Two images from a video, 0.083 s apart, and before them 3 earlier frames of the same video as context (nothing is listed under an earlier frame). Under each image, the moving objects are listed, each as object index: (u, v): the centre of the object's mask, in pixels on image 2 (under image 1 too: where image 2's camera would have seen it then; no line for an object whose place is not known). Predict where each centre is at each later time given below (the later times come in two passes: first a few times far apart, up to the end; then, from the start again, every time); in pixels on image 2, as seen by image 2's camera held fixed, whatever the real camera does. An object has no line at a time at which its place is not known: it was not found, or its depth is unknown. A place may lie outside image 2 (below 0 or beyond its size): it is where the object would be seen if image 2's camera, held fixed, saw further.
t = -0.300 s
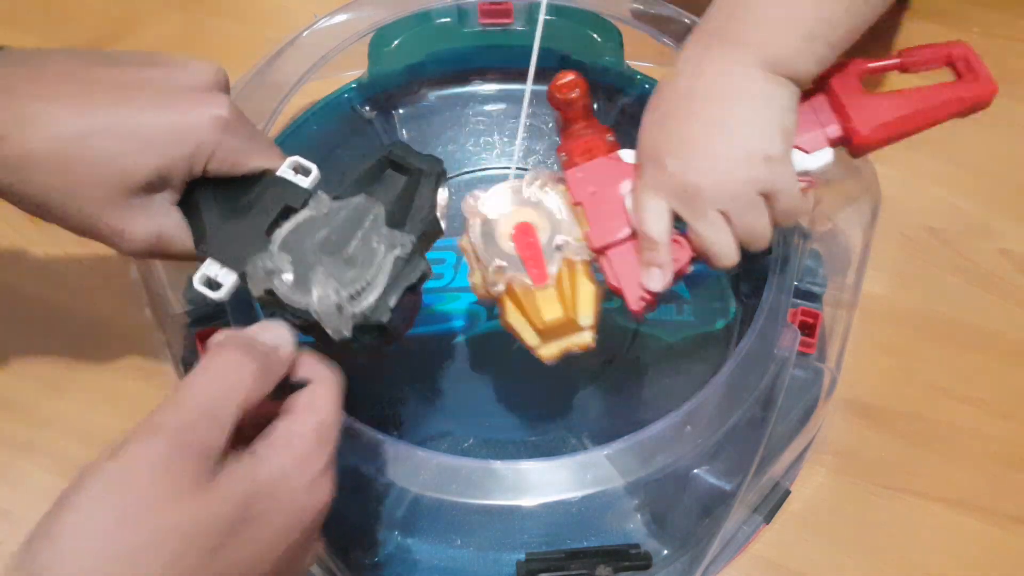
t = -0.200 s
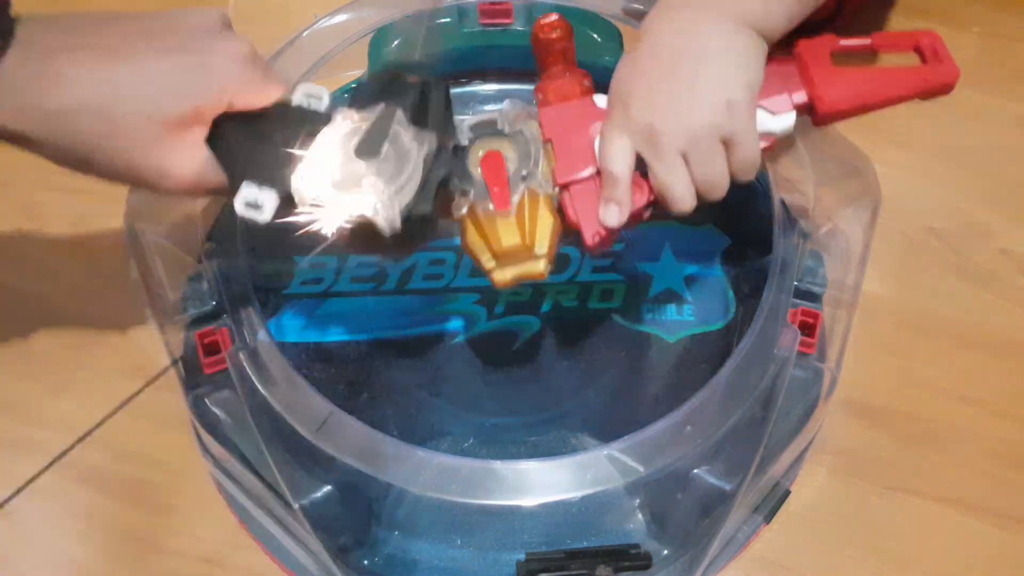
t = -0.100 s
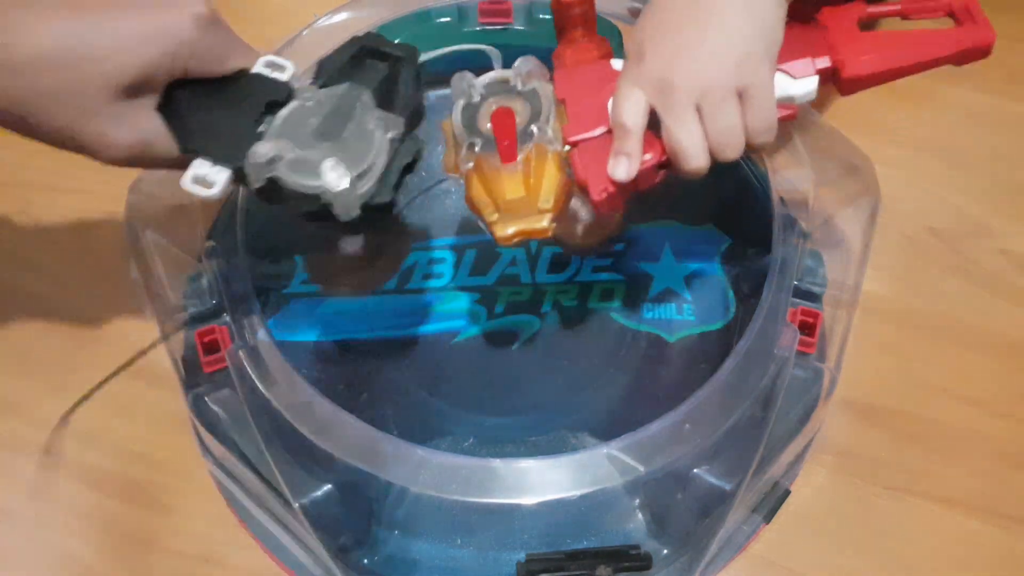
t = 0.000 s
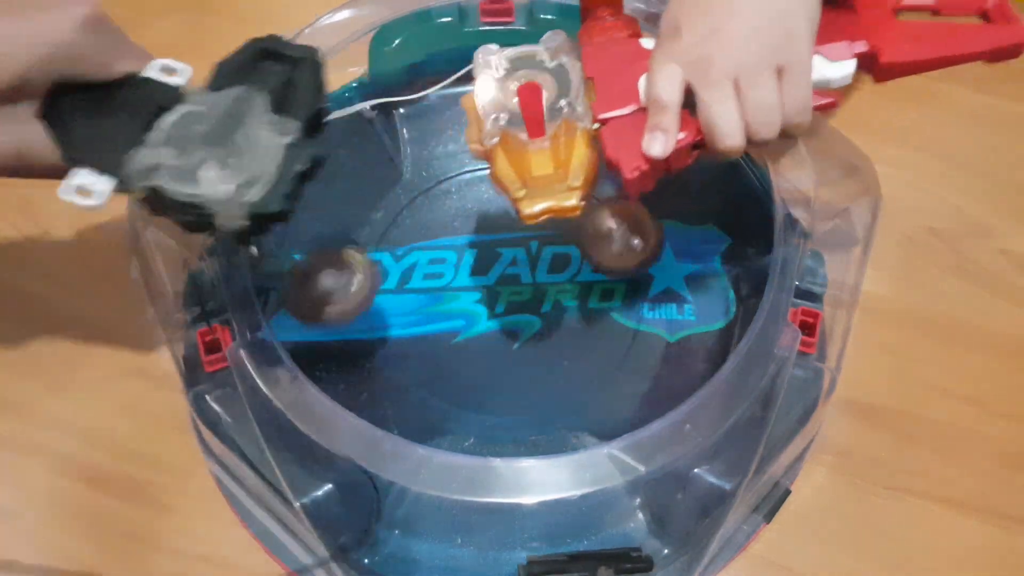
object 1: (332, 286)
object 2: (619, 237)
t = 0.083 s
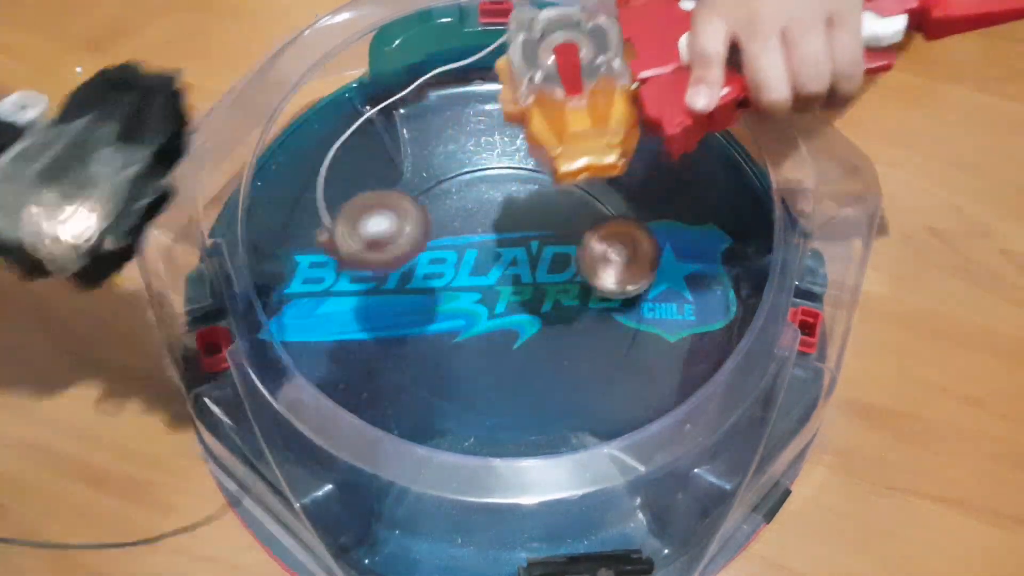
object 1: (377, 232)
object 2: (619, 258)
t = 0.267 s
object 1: (514, 252)
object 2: (609, 274)
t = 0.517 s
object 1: (501, 236)
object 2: (607, 323)
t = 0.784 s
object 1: (429, 345)
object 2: (580, 338)
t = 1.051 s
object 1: (411, 375)
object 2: (625, 319)
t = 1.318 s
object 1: (471, 370)
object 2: (549, 282)
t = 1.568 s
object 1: (405, 331)
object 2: (539, 176)
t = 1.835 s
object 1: (412, 284)
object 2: (454, 210)
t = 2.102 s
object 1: (417, 322)
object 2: (575, 252)
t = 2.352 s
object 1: (470, 222)
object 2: (620, 254)
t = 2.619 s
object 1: (416, 219)
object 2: (613, 317)
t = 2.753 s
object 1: (458, 251)
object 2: (586, 338)
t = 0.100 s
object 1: (391, 228)
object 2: (618, 260)
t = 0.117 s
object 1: (405, 225)
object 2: (617, 263)
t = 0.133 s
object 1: (420, 226)
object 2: (616, 266)
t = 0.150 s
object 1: (433, 230)
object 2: (615, 267)
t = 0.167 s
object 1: (447, 237)
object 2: (614, 268)
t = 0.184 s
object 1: (460, 245)
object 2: (613, 269)
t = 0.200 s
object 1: (472, 254)
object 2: (611, 270)
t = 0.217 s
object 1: (484, 264)
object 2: (610, 271)
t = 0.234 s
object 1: (494, 262)
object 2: (610, 272)
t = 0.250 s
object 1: (504, 256)
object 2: (609, 272)
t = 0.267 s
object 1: (514, 252)
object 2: (609, 274)
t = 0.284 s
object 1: (524, 250)
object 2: (609, 276)
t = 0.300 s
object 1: (534, 250)
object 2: (611, 277)
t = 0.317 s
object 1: (544, 251)
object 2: (612, 280)
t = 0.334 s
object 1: (546, 248)
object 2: (614, 284)
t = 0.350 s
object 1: (548, 247)
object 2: (617, 290)
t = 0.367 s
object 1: (548, 246)
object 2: (619, 295)
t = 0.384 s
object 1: (548, 246)
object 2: (622, 301)
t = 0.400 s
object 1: (546, 243)
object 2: (625, 306)
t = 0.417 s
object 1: (539, 237)
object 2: (627, 312)
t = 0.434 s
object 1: (535, 235)
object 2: (625, 315)
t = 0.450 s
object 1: (530, 235)
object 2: (622, 317)
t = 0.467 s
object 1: (525, 235)
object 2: (617, 319)
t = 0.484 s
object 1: (516, 234)
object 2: (613, 321)
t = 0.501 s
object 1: (507, 234)
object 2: (610, 322)
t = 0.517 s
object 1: (501, 236)
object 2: (607, 323)
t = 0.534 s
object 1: (492, 239)
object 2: (605, 324)
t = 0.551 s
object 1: (486, 239)
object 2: (602, 327)
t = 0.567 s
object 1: (481, 242)
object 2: (601, 327)
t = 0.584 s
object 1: (474, 248)
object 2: (600, 329)
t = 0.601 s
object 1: (468, 254)
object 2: (599, 329)
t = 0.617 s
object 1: (462, 261)
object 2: (598, 330)
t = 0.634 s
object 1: (455, 266)
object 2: (594, 332)
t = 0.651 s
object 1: (449, 278)
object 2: (592, 333)
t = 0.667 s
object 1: (443, 288)
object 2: (591, 334)
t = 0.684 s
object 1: (438, 296)
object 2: (589, 333)
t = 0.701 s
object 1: (433, 304)
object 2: (588, 334)
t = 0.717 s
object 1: (430, 312)
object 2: (586, 336)
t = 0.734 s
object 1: (428, 322)
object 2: (585, 336)
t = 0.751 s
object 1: (427, 330)
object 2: (584, 337)
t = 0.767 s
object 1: (428, 337)
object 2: (583, 337)
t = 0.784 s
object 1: (429, 345)
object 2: (580, 338)
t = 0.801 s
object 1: (433, 352)
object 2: (577, 338)
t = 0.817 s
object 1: (439, 360)
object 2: (574, 339)
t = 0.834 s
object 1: (446, 367)
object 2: (572, 339)
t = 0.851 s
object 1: (454, 373)
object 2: (569, 341)
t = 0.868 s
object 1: (464, 380)
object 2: (567, 342)
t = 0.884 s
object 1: (474, 383)
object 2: (564, 344)
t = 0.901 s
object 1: (476, 387)
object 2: (566, 344)
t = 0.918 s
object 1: (463, 392)
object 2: (577, 343)
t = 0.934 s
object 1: (453, 390)
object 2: (591, 339)
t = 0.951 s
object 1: (442, 387)
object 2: (601, 338)
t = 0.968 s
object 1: (434, 384)
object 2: (611, 334)
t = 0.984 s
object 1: (428, 384)
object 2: (617, 332)
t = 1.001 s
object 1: (422, 380)
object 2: (619, 328)
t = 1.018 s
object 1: (419, 378)
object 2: (623, 324)
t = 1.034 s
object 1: (414, 377)
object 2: (624, 322)
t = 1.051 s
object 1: (411, 375)
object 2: (625, 319)
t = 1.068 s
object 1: (409, 372)
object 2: (624, 316)
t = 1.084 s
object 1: (408, 370)
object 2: (622, 312)
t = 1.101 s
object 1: (408, 369)
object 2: (619, 309)
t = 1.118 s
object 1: (409, 369)
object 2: (617, 307)
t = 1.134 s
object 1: (409, 369)
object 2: (614, 305)
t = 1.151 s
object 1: (410, 369)
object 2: (610, 302)
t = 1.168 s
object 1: (412, 370)
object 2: (605, 298)
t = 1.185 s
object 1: (415, 370)
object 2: (599, 296)
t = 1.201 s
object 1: (419, 372)
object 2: (594, 294)
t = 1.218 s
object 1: (423, 374)
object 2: (590, 291)
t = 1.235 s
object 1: (427, 375)
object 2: (583, 288)
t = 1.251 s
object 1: (435, 376)
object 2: (576, 286)
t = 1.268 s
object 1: (445, 377)
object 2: (569, 285)
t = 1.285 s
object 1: (454, 375)
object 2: (563, 285)
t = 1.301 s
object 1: (463, 373)
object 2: (556, 283)
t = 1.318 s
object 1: (471, 370)
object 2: (549, 282)
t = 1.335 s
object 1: (479, 365)
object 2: (542, 281)
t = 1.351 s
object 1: (484, 360)
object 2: (535, 281)
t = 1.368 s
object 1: (487, 354)
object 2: (530, 281)
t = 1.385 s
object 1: (486, 351)
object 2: (528, 277)
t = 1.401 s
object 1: (476, 353)
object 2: (533, 270)
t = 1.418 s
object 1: (464, 355)
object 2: (539, 262)
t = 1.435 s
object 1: (452, 356)
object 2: (544, 248)
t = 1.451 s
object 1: (441, 356)
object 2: (548, 237)
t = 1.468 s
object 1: (430, 355)
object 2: (549, 226)
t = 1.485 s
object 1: (420, 353)
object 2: (551, 217)
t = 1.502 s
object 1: (410, 350)
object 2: (549, 208)
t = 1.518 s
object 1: (403, 348)
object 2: (547, 201)
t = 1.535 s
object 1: (402, 343)
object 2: (547, 193)
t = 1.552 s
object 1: (404, 337)
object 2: (544, 183)
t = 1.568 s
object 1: (405, 331)
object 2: (539, 176)
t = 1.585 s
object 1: (407, 324)
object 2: (534, 170)
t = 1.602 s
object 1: (409, 319)
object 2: (530, 161)
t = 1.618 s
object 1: (410, 314)
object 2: (523, 157)
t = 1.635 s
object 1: (412, 310)
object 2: (515, 158)
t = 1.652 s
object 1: (413, 306)
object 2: (506, 159)
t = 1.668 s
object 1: (414, 302)
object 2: (498, 159)
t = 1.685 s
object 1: (415, 298)
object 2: (488, 162)
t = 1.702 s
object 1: (415, 293)
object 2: (479, 165)
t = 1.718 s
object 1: (415, 289)
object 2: (472, 171)
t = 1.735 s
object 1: (416, 286)
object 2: (465, 175)
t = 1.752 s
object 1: (416, 283)
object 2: (459, 181)
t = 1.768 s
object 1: (417, 282)
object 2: (455, 187)
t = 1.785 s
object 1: (417, 282)
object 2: (453, 192)
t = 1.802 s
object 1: (417, 282)
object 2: (449, 199)
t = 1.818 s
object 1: (416, 282)
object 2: (450, 206)
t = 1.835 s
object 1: (412, 284)
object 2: (454, 210)
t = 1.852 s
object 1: (410, 284)
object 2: (455, 214)
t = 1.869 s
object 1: (407, 284)
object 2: (463, 220)
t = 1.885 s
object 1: (395, 287)
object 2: (473, 221)
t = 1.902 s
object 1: (386, 288)
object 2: (481, 224)
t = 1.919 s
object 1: (378, 292)
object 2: (493, 227)
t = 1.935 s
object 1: (377, 292)
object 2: (500, 230)
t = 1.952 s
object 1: (379, 291)
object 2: (510, 234)
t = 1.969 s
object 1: (383, 293)
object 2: (520, 237)
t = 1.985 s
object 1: (387, 297)
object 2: (526, 240)
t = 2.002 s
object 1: (391, 302)
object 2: (536, 243)
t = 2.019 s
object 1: (394, 307)
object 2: (542, 244)
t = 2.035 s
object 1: (398, 311)
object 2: (548, 247)
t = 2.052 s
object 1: (403, 318)
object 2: (556, 248)
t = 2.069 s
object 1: (408, 321)
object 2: (562, 251)
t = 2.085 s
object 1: (412, 322)
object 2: (570, 251)
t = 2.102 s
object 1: (417, 322)
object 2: (575, 252)
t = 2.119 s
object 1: (423, 322)
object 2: (582, 252)
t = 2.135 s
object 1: (429, 320)
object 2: (590, 251)
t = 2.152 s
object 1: (434, 318)
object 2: (593, 252)
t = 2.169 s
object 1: (440, 315)
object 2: (598, 251)
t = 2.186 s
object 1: (446, 310)
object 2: (601, 250)
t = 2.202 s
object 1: (452, 305)
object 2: (603, 251)
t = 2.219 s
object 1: (458, 300)
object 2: (606, 249)
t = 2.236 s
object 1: (462, 290)
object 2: (606, 251)
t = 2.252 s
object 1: (465, 282)
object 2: (609, 250)
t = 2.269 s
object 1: (468, 270)
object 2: (610, 249)
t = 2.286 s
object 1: (469, 261)
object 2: (613, 250)
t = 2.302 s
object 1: (470, 252)
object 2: (616, 248)
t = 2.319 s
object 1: (470, 242)
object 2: (618, 250)
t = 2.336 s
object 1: (470, 231)
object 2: (620, 252)
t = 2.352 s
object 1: (470, 222)
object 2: (620, 254)
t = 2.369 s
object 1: (466, 213)
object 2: (622, 259)
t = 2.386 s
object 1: (461, 206)
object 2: (623, 261)
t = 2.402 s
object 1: (457, 200)
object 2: (623, 266)
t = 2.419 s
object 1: (452, 195)
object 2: (624, 270)
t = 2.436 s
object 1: (446, 191)
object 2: (623, 274)
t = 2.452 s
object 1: (440, 189)
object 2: (624, 278)
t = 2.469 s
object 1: (434, 186)
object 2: (624, 281)
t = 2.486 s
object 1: (430, 188)
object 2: (624, 286)
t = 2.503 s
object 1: (425, 189)
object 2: (624, 289)
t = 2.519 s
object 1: (421, 192)
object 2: (622, 293)
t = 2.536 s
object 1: (418, 197)
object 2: (622, 298)
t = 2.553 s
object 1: (416, 202)
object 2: (619, 302)
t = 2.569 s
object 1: (415, 206)
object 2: (619, 306)
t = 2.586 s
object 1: (415, 211)
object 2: (617, 309)
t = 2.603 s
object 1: (416, 215)
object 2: (615, 313)
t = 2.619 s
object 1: (416, 219)
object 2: (613, 317)
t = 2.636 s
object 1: (419, 223)
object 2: (610, 319)
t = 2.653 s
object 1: (424, 229)
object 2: (608, 324)
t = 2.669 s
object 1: (429, 235)
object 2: (603, 326)
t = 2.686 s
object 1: (434, 239)
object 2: (602, 329)
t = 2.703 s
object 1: (439, 244)
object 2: (597, 331)
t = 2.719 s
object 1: (444, 246)
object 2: (594, 334)
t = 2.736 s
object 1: (451, 250)
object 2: (591, 336)
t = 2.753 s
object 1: (458, 251)
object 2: (586, 338)
